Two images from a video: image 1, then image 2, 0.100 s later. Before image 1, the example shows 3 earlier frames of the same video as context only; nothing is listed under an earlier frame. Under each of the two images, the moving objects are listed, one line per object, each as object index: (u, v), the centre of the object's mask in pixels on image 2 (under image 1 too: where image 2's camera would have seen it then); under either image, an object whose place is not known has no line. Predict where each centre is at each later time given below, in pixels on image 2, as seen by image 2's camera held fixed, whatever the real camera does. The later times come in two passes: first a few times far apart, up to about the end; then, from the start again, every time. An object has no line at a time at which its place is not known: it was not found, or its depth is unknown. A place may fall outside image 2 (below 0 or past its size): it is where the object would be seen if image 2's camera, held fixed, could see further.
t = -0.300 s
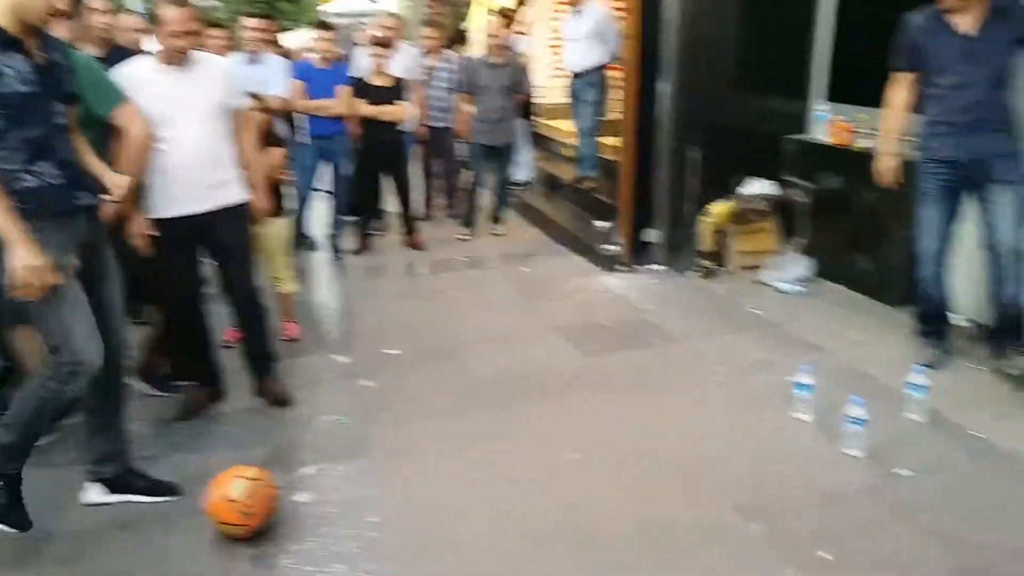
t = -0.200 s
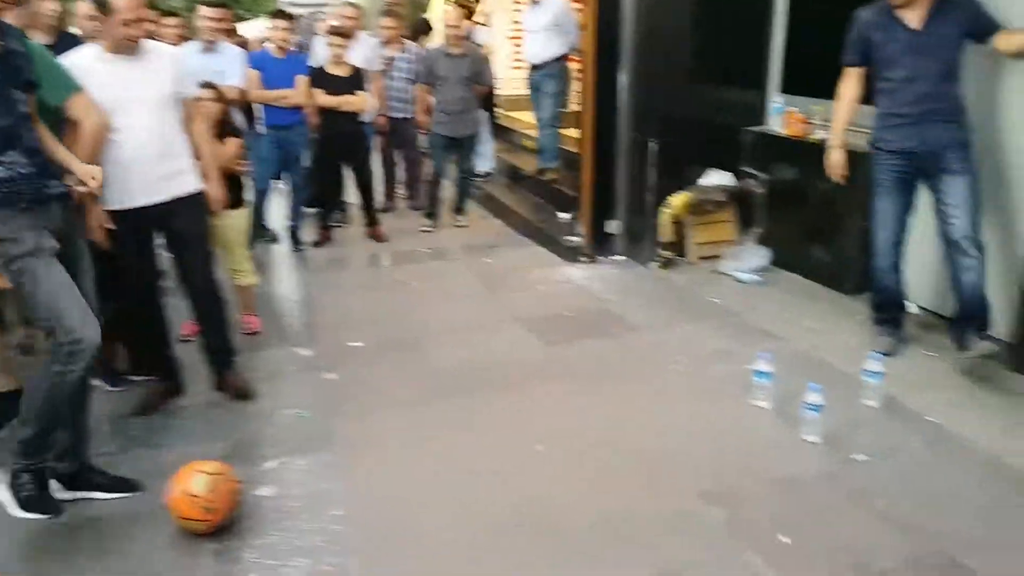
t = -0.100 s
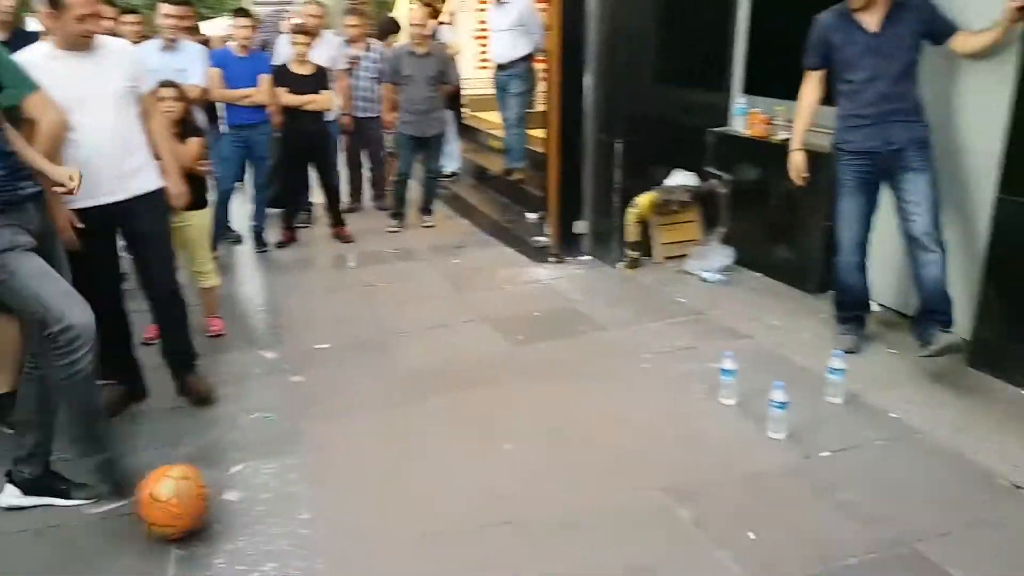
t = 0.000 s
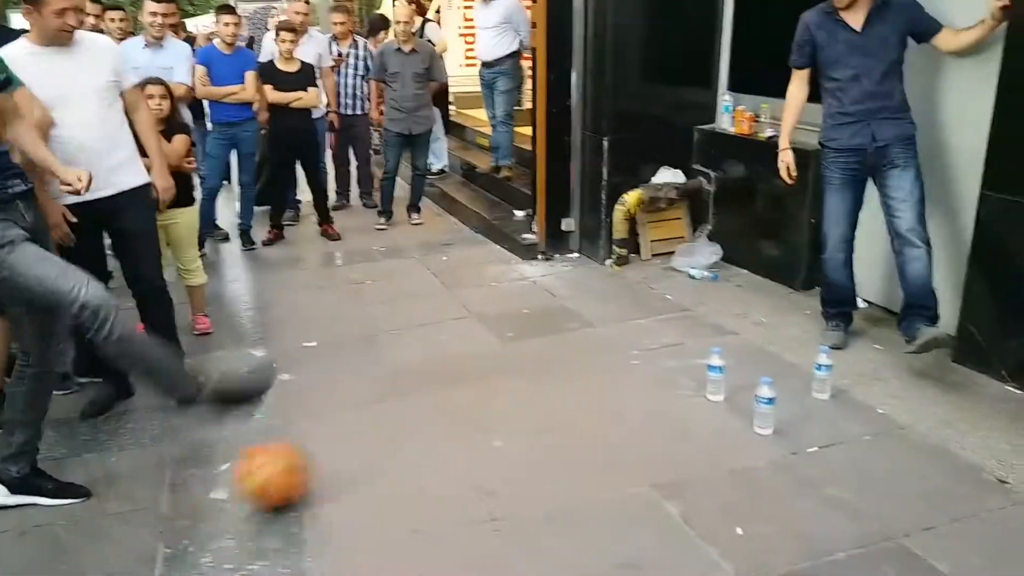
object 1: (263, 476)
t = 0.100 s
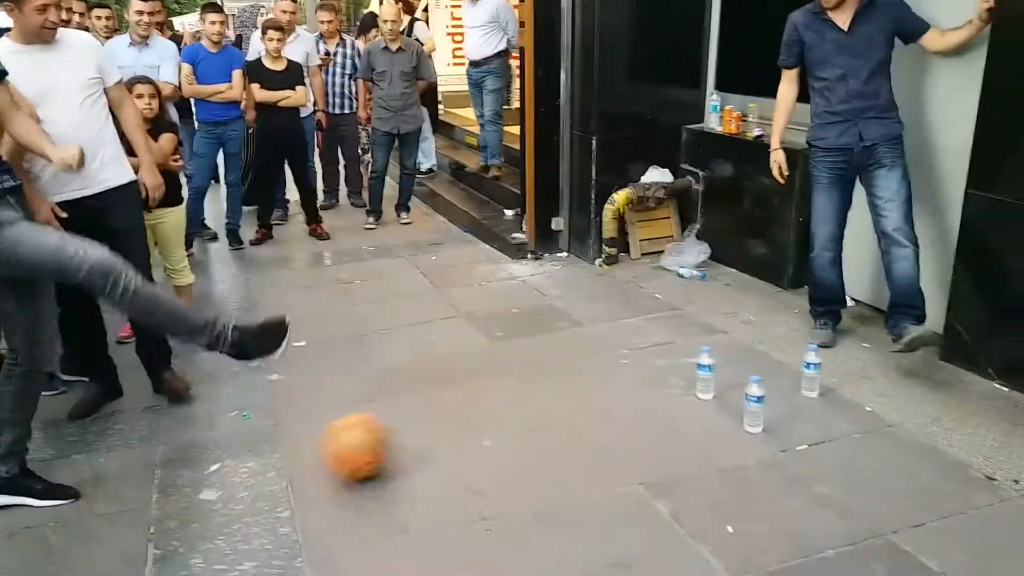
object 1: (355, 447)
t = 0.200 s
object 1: (438, 422)
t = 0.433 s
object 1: (593, 375)
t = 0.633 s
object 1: (698, 340)
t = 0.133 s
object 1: (384, 438)
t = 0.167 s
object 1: (413, 429)
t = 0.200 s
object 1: (438, 422)
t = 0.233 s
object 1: (461, 414)
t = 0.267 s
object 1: (484, 407)
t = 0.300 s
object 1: (508, 400)
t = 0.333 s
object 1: (531, 394)
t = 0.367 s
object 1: (552, 387)
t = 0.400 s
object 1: (575, 381)
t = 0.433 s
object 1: (593, 375)
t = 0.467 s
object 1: (612, 369)
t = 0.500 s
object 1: (629, 363)
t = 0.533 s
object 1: (647, 359)
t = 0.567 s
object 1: (666, 353)
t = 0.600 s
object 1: (680, 346)
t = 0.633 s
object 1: (698, 340)
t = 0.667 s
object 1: (716, 337)
